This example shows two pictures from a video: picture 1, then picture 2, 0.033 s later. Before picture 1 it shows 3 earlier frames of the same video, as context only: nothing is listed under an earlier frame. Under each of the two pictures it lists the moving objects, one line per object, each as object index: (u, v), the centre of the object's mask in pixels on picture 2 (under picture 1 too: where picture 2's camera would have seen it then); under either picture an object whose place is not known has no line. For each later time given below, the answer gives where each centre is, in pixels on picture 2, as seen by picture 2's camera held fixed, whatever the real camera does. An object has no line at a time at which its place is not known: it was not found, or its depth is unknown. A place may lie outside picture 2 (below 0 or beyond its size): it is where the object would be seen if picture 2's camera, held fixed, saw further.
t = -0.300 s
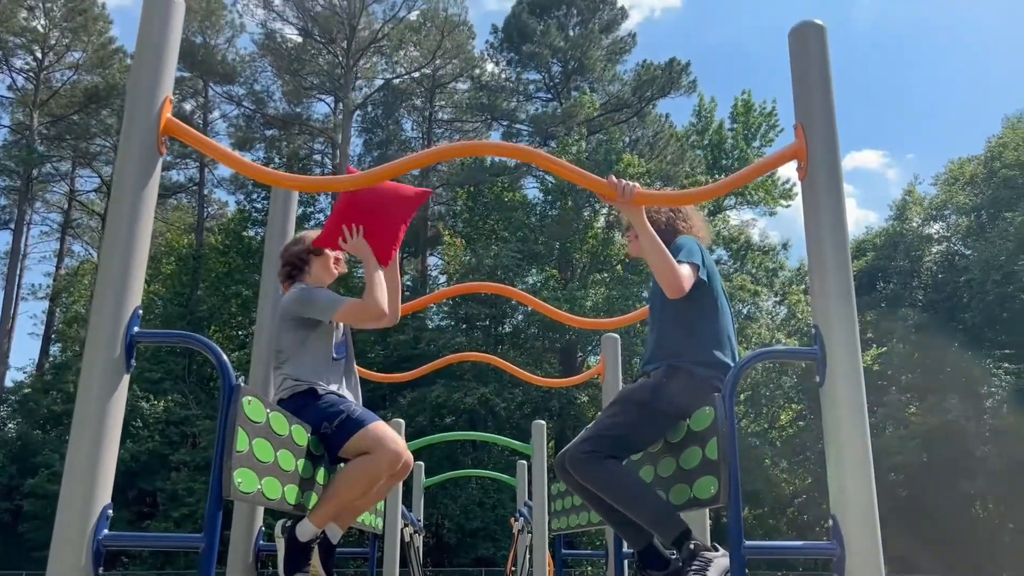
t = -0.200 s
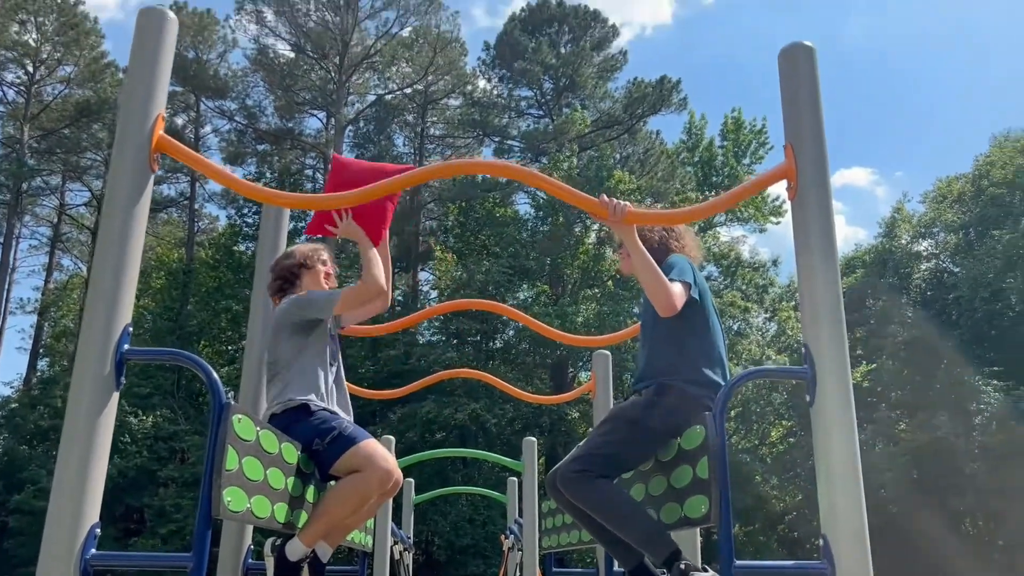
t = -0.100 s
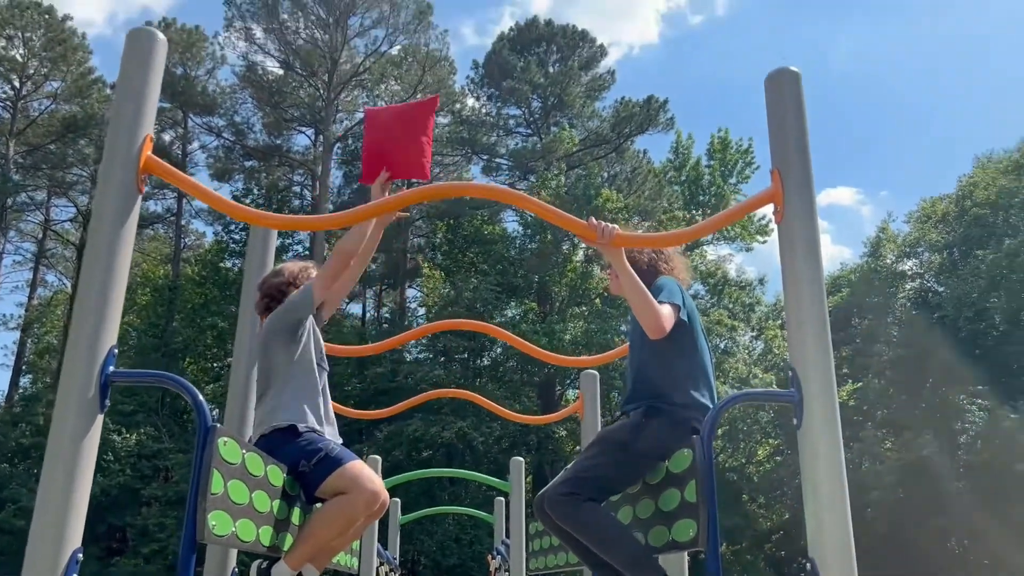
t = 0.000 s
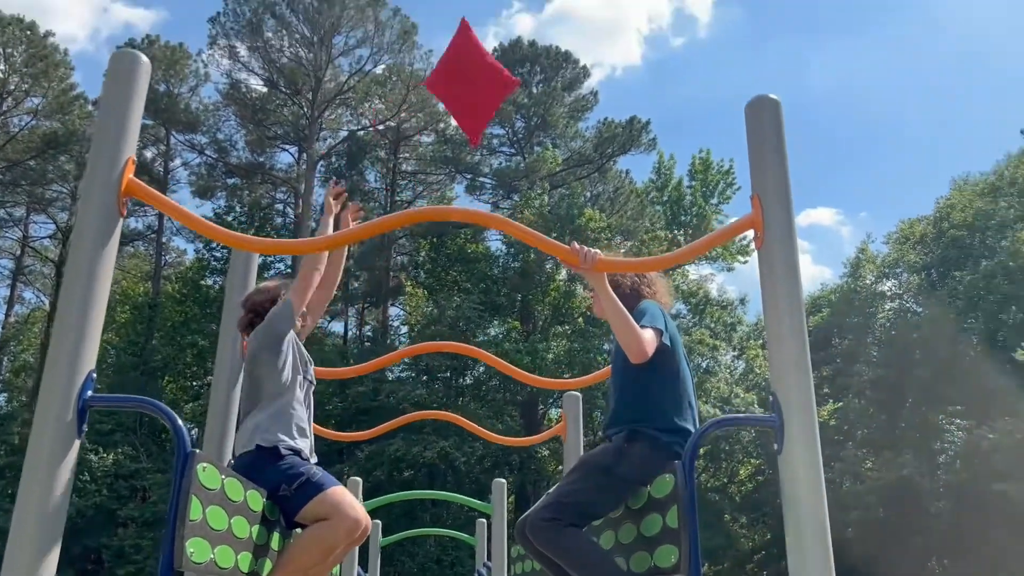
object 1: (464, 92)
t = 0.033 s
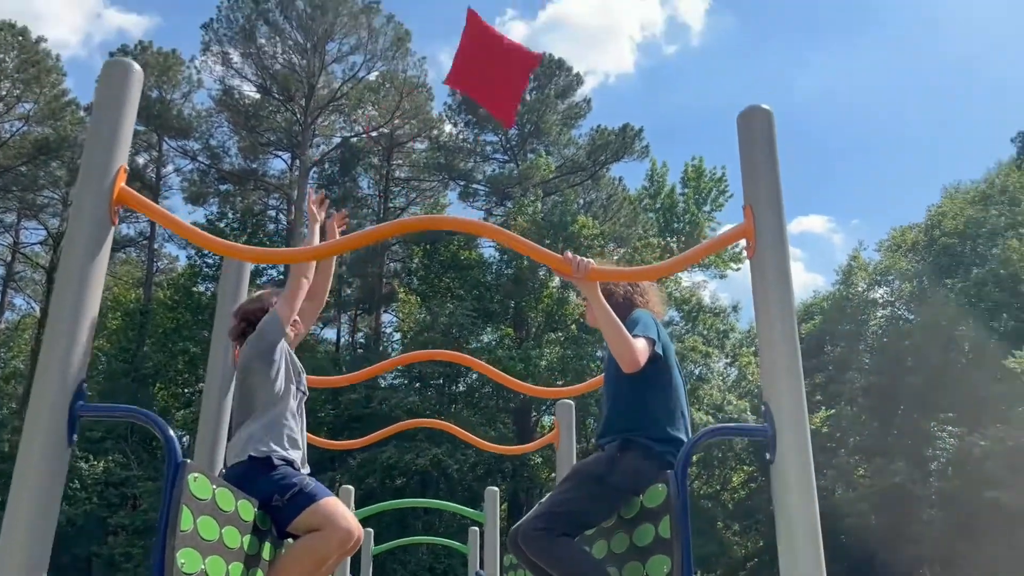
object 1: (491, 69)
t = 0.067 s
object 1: (519, 48)
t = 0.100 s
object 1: (547, 29)
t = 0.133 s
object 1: (575, 12)
